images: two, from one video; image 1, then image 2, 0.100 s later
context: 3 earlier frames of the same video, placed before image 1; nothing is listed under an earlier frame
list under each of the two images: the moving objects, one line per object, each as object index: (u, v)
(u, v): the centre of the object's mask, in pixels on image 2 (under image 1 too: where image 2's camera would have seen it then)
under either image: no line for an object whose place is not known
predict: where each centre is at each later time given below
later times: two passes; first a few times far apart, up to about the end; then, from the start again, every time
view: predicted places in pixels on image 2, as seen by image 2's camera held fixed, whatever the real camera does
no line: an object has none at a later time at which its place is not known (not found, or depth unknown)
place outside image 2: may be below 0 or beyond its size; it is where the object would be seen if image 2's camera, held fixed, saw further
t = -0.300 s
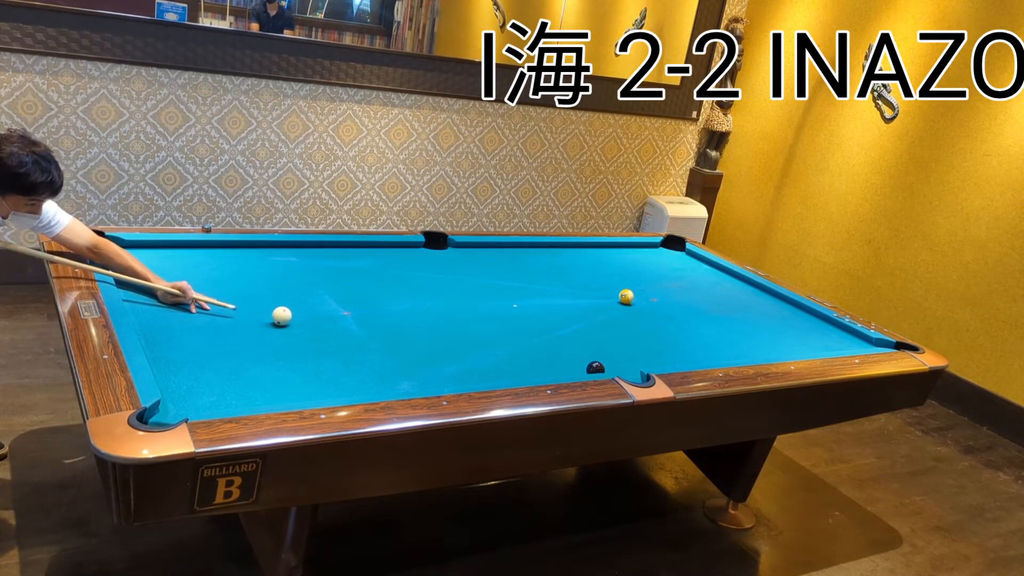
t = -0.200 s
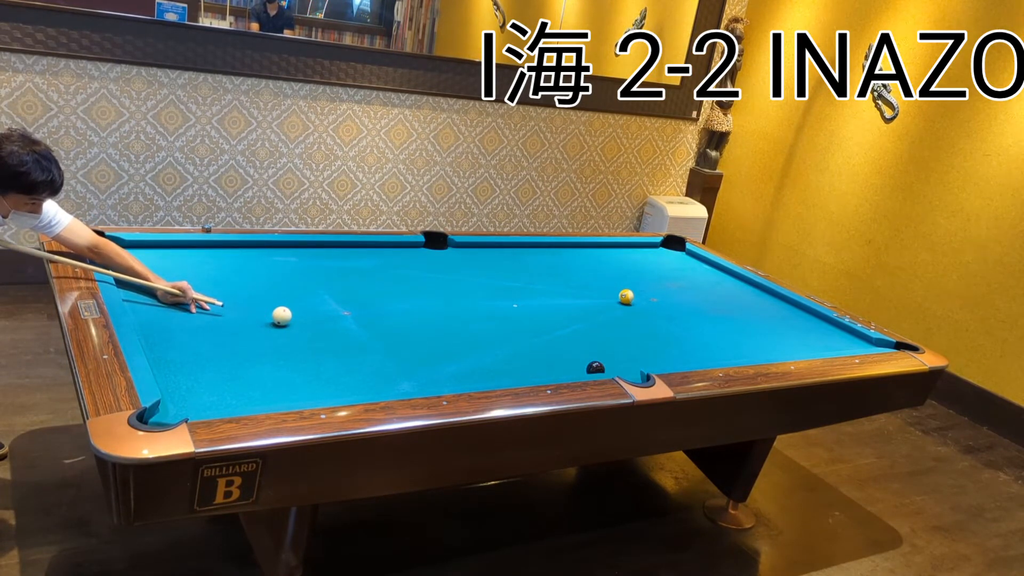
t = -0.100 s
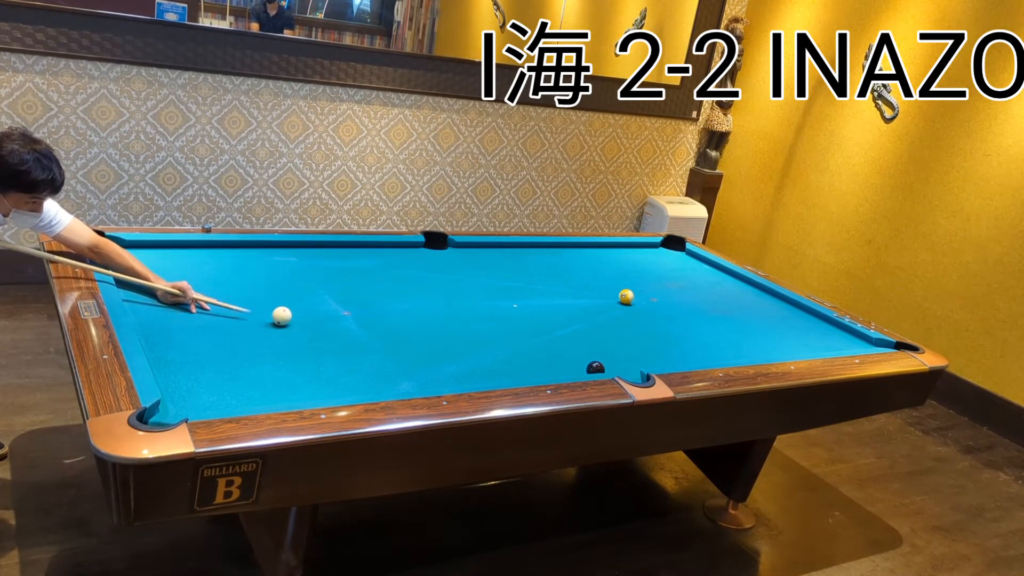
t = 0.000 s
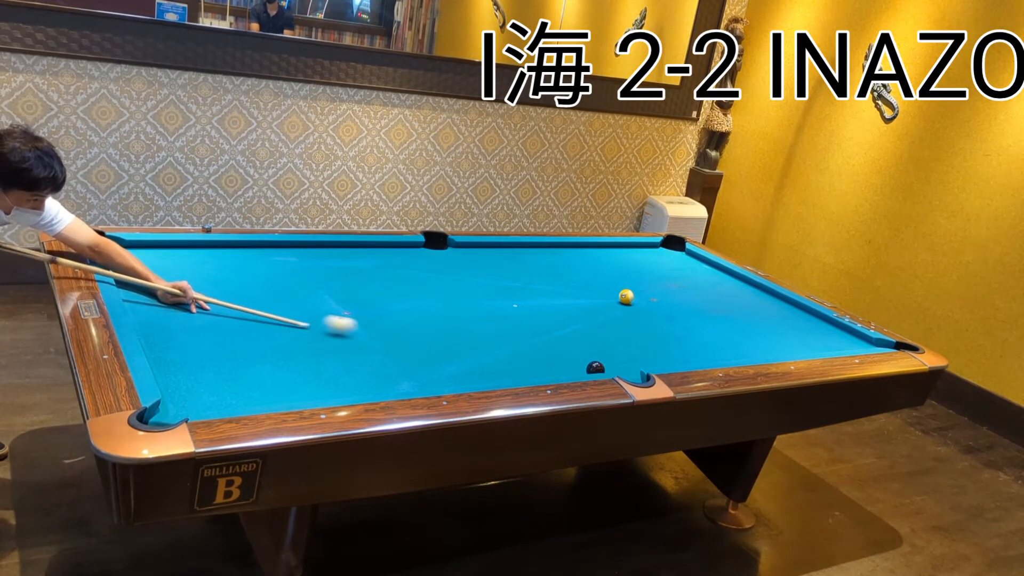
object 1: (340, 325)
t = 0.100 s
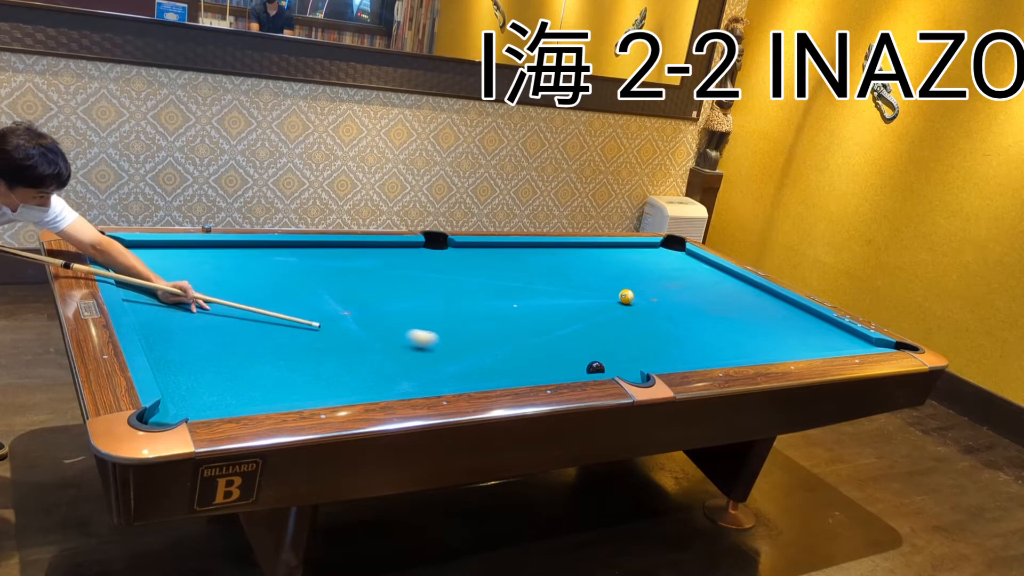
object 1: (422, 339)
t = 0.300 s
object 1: (556, 361)
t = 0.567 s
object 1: (584, 361)
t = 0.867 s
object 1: (593, 355)
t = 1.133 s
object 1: (599, 351)
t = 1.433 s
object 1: (604, 347)
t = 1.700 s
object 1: (608, 343)
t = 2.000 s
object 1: (611, 340)
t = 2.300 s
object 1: (613, 337)
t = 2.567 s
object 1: (614, 335)
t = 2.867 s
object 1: (615, 333)
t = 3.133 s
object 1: (615, 333)
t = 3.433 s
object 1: (616, 332)
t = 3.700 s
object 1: (616, 332)
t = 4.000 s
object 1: (616, 332)
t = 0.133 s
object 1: (447, 343)
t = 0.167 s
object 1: (471, 347)
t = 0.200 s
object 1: (494, 351)
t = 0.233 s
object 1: (516, 354)
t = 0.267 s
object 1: (536, 358)
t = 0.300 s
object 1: (556, 361)
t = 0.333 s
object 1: (574, 364)
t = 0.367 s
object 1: (578, 365)
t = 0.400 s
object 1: (579, 364)
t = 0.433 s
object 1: (580, 363)
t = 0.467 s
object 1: (581, 363)
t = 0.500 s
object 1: (582, 362)
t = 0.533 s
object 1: (583, 361)
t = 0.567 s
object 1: (584, 361)
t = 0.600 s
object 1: (585, 360)
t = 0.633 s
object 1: (586, 360)
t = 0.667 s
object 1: (587, 359)
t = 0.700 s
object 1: (588, 358)
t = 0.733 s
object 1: (589, 358)
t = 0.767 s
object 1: (590, 357)
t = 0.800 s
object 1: (591, 356)
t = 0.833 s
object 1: (592, 356)
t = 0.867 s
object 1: (593, 355)
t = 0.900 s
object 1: (593, 355)
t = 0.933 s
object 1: (594, 354)
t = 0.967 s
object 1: (595, 353)
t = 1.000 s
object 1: (596, 353)
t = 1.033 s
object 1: (597, 352)
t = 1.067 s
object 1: (597, 352)
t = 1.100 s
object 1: (598, 351)
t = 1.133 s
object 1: (599, 351)
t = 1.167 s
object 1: (599, 351)
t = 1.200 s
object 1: (600, 350)
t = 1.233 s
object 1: (601, 349)
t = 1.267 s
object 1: (601, 349)
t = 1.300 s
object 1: (602, 348)
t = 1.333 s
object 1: (602, 348)
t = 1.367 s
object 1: (603, 347)
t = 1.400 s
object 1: (603, 347)
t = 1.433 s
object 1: (604, 347)
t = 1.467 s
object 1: (604, 346)
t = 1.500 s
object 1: (605, 346)
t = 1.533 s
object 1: (605, 345)
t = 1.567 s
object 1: (606, 345)
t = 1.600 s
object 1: (606, 344)
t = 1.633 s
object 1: (607, 344)
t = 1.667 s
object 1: (607, 343)
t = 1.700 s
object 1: (608, 343)
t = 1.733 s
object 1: (608, 343)
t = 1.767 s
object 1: (608, 342)
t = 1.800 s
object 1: (609, 342)
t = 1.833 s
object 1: (609, 342)
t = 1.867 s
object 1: (609, 341)
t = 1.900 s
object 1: (610, 341)
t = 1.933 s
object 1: (610, 340)
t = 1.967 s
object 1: (610, 340)
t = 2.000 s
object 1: (611, 340)
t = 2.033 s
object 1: (611, 339)
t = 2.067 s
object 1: (611, 339)
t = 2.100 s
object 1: (611, 339)
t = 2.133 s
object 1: (611, 338)
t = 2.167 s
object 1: (612, 338)
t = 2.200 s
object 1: (612, 338)
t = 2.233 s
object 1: (612, 337)
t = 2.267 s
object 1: (612, 337)
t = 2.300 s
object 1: (613, 337)
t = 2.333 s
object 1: (613, 337)
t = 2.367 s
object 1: (613, 336)
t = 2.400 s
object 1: (613, 336)
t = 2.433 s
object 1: (613, 336)
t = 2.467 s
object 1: (614, 336)
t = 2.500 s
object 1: (614, 336)
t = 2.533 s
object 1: (614, 335)
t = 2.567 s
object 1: (614, 335)
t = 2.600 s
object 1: (614, 335)
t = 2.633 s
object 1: (614, 335)
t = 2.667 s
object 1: (614, 335)
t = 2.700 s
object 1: (614, 334)
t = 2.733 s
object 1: (614, 334)
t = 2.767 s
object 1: (615, 334)
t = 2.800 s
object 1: (615, 334)
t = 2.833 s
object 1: (615, 334)
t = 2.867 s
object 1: (615, 333)
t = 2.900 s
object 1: (615, 333)
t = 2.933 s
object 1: (615, 333)
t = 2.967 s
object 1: (615, 333)
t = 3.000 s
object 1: (615, 333)
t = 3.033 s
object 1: (615, 333)
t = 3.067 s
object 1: (615, 333)
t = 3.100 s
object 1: (615, 333)
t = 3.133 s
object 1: (615, 333)
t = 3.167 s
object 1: (615, 333)
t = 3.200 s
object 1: (615, 332)
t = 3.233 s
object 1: (616, 332)
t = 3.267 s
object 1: (616, 332)
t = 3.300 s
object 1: (615, 333)
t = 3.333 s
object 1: (616, 332)
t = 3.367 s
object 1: (616, 332)
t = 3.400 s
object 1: (616, 332)
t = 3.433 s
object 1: (616, 332)
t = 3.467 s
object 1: (616, 332)
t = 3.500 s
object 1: (616, 332)
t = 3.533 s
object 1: (616, 332)
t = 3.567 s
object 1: (616, 332)
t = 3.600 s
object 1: (616, 332)
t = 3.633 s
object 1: (616, 332)
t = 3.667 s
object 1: (616, 332)
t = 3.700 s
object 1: (616, 332)
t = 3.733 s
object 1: (616, 332)
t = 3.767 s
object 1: (616, 332)
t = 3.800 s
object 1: (616, 332)
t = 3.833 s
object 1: (616, 332)
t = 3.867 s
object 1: (616, 332)
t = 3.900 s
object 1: (616, 332)
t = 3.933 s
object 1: (616, 332)
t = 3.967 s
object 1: (616, 332)
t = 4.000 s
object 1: (616, 332)
